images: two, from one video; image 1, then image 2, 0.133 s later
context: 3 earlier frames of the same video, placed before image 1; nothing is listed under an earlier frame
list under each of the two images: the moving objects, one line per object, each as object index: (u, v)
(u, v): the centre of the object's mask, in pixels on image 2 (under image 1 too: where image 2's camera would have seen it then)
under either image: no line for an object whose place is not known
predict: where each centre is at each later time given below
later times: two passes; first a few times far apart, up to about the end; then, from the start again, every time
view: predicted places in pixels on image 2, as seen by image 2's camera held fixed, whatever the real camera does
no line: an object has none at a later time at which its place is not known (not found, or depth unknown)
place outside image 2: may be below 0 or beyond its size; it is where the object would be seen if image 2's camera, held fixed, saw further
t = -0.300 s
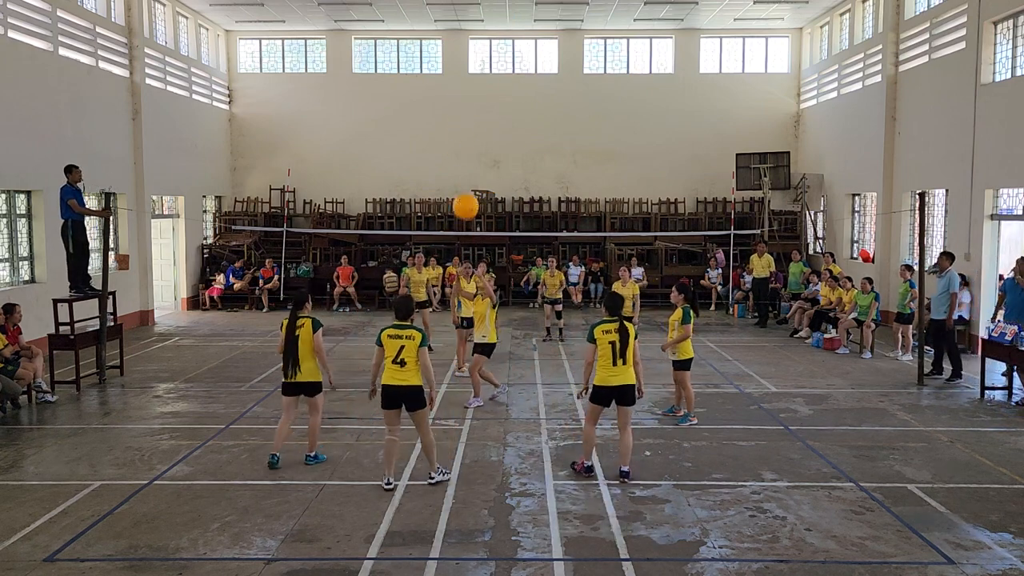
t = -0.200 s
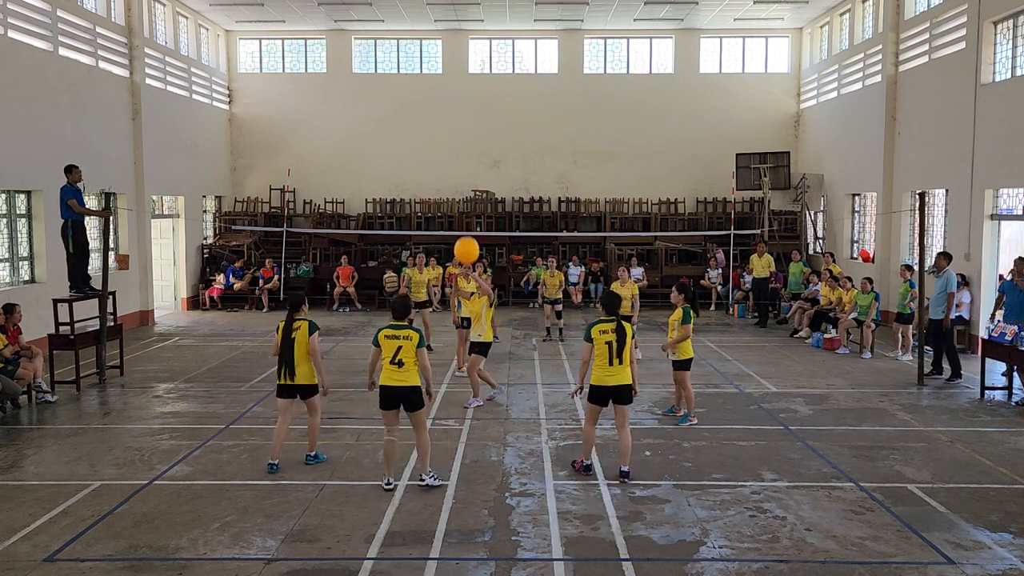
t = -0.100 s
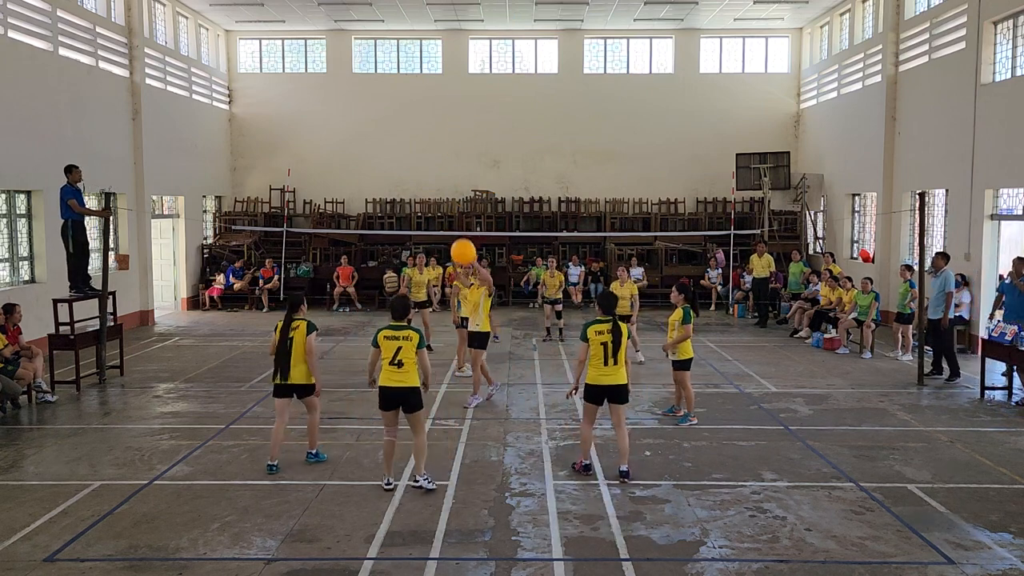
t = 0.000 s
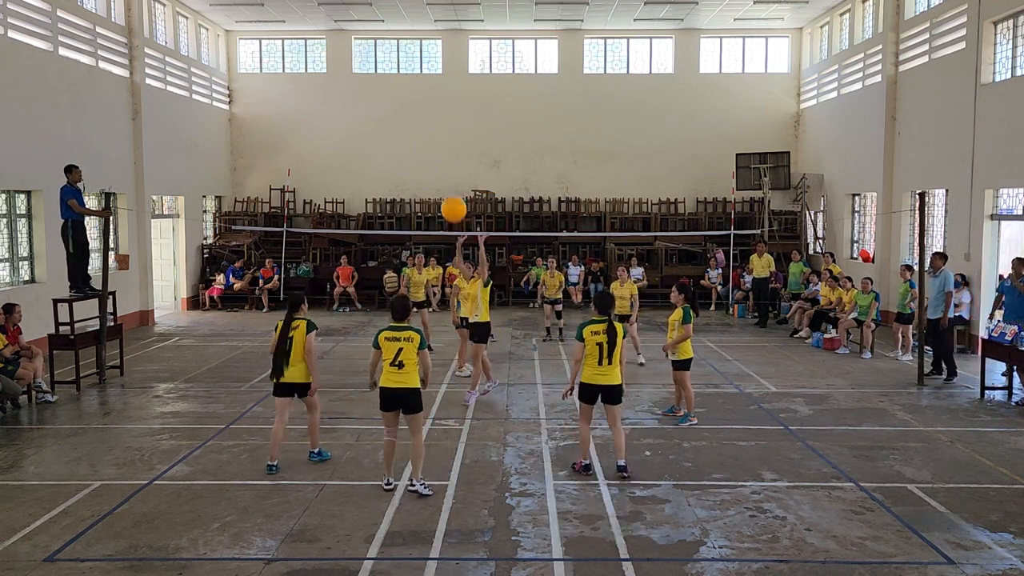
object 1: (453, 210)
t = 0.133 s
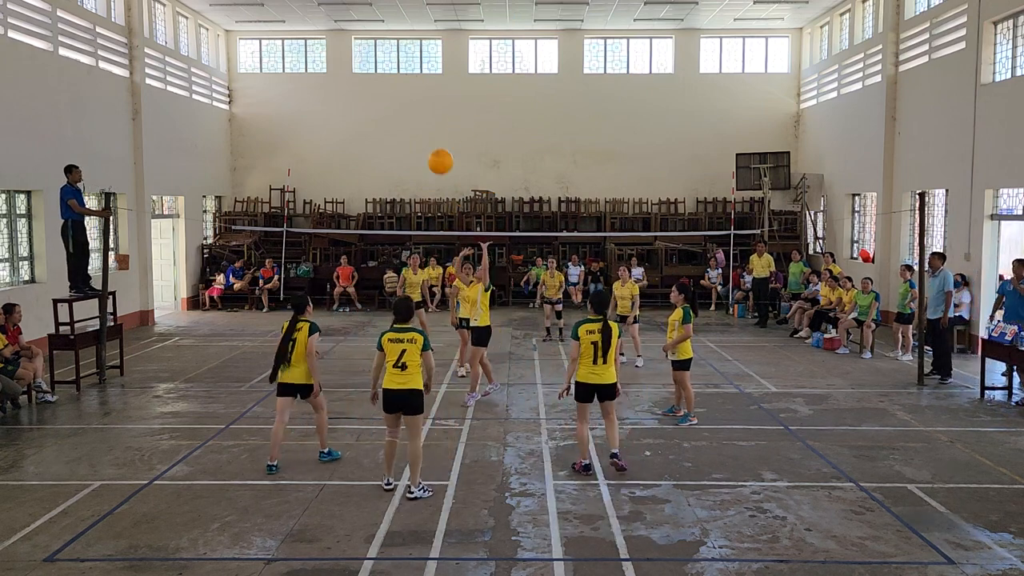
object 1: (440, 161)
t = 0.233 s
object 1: (430, 135)
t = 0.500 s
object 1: (402, 103)
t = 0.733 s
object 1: (377, 126)
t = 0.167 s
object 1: (437, 152)
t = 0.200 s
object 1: (434, 143)
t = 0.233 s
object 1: (430, 135)
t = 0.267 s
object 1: (427, 128)
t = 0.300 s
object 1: (423, 121)
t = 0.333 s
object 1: (420, 116)
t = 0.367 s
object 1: (416, 112)
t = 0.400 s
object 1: (412, 108)
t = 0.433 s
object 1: (409, 105)
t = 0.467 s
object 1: (405, 104)
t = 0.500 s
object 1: (402, 103)
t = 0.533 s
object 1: (398, 104)
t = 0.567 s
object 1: (395, 105)
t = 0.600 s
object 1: (391, 107)
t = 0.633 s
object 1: (387, 110)
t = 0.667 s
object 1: (384, 115)
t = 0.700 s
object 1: (380, 120)
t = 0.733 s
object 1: (377, 126)
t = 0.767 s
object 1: (373, 134)
